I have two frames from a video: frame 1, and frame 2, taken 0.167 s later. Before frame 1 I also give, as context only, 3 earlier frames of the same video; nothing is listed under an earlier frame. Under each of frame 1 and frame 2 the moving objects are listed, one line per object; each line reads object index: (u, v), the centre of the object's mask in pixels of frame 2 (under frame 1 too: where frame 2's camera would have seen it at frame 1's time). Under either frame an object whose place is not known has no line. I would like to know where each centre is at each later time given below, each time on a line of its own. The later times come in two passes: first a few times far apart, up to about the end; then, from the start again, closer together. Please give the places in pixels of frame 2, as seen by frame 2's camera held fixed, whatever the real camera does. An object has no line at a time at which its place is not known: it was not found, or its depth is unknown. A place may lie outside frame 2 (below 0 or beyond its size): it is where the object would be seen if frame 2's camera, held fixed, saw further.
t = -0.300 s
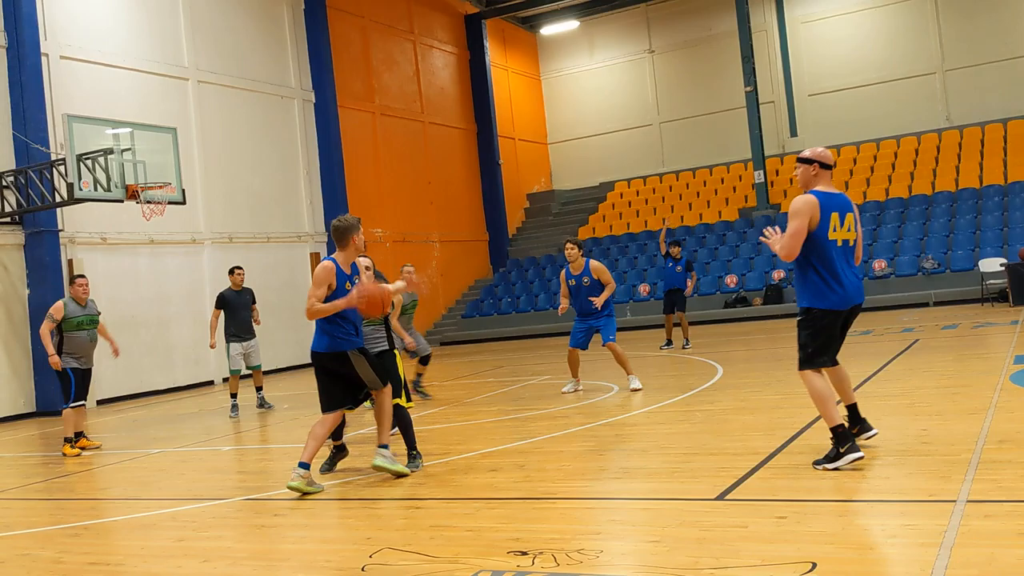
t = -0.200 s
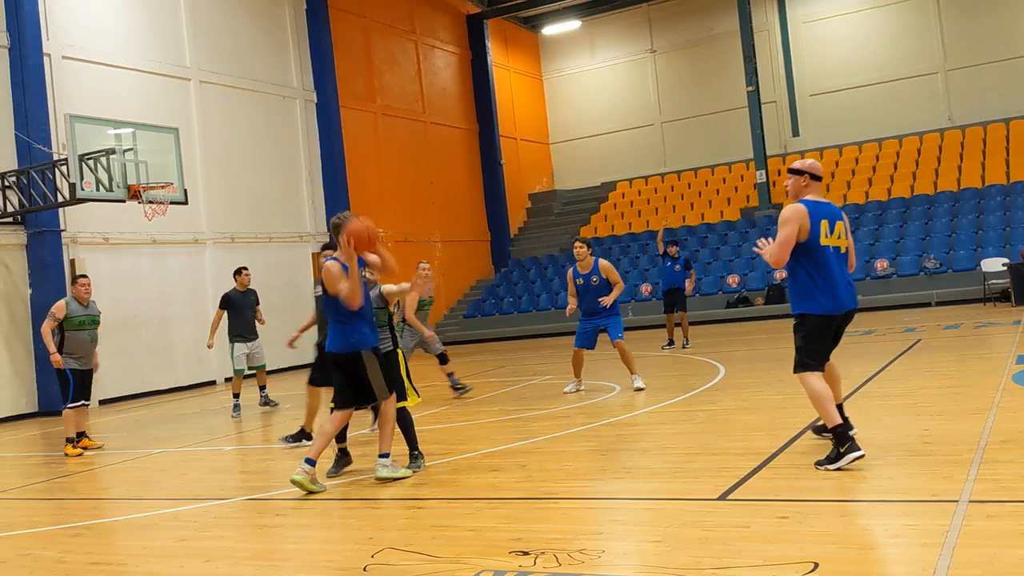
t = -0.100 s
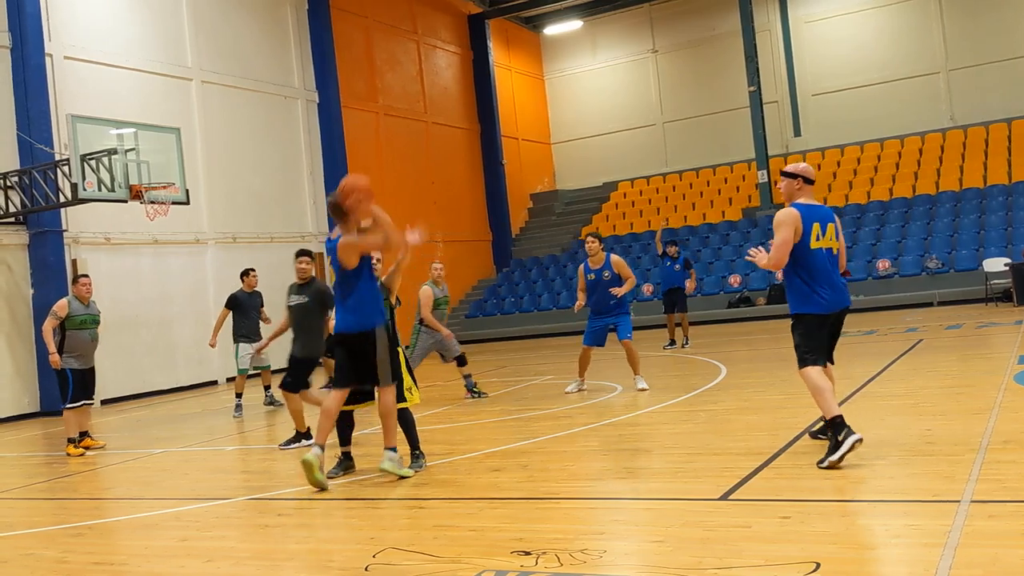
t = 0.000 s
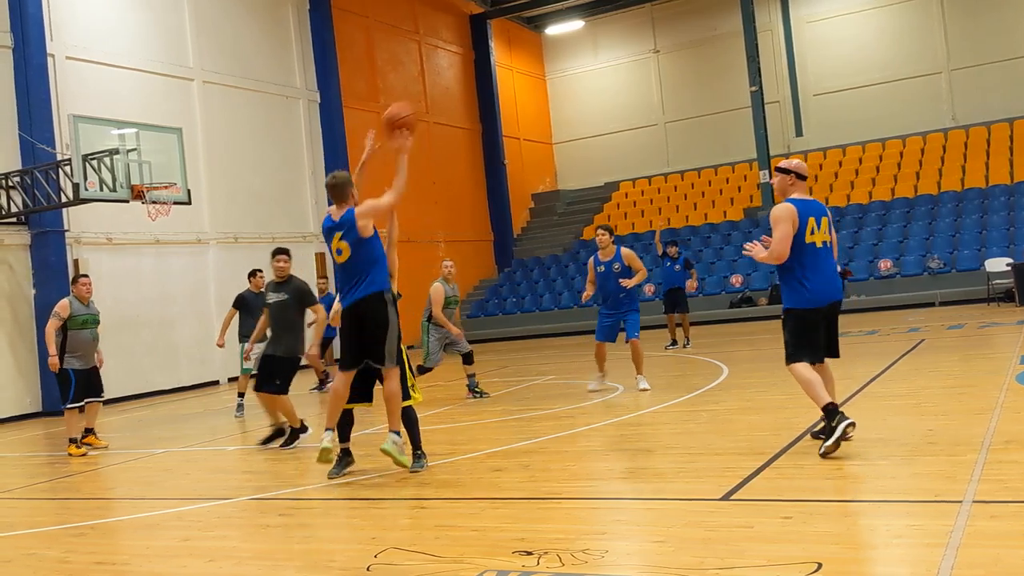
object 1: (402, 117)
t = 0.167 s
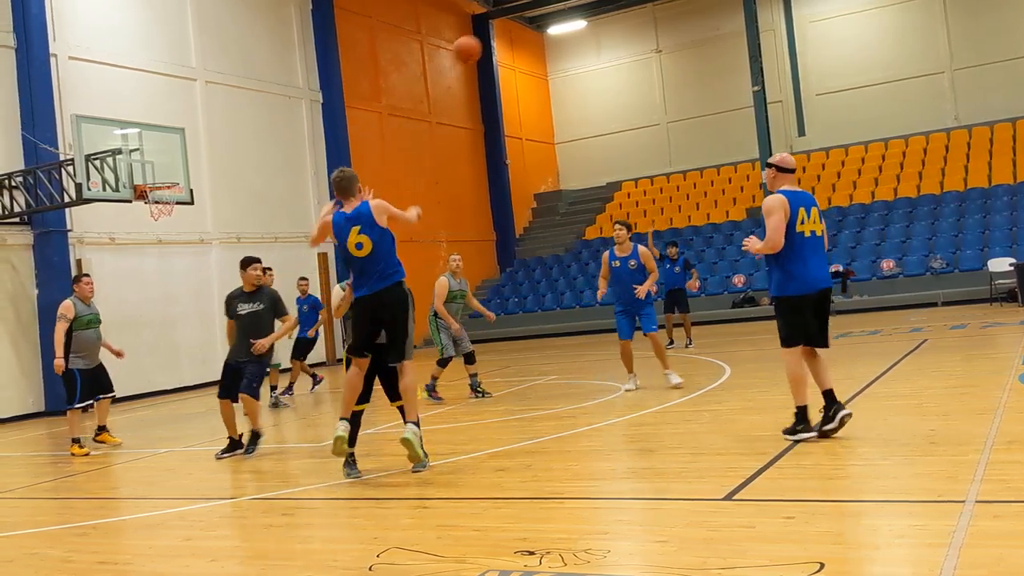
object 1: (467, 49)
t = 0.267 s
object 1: (496, 32)
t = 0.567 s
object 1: (565, 41)
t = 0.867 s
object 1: (611, 101)
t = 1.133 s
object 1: (643, 182)
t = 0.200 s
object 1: (476, 43)
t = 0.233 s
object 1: (486, 37)
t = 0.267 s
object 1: (496, 32)
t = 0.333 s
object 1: (513, 24)
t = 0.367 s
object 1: (522, 24)
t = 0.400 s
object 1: (530, 24)
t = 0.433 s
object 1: (537, 25)
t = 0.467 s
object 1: (544, 27)
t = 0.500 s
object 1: (550, 31)
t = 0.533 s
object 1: (558, 35)
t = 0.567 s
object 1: (565, 41)
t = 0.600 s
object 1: (571, 44)
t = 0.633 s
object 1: (576, 49)
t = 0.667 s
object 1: (582, 55)
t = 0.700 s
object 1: (587, 62)
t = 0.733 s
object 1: (592, 69)
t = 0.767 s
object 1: (597, 76)
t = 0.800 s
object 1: (602, 84)
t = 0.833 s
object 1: (607, 93)
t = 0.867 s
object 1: (611, 101)
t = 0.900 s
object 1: (616, 111)
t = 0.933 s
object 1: (620, 120)
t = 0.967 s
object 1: (624, 129)
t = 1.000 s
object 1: (628, 139)
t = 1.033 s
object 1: (632, 150)
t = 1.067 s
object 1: (635, 160)
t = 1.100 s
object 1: (639, 171)
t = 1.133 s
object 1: (643, 182)
